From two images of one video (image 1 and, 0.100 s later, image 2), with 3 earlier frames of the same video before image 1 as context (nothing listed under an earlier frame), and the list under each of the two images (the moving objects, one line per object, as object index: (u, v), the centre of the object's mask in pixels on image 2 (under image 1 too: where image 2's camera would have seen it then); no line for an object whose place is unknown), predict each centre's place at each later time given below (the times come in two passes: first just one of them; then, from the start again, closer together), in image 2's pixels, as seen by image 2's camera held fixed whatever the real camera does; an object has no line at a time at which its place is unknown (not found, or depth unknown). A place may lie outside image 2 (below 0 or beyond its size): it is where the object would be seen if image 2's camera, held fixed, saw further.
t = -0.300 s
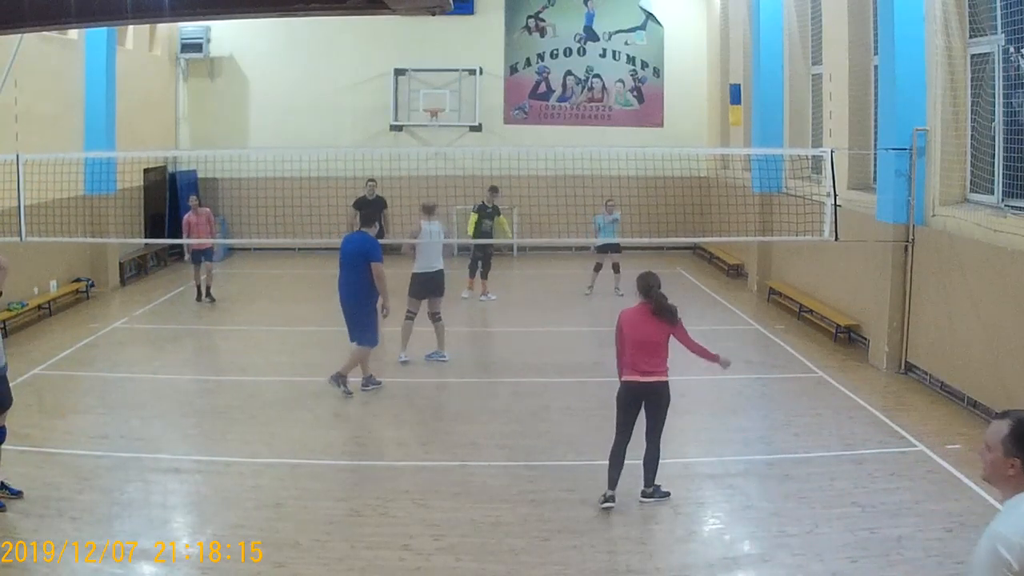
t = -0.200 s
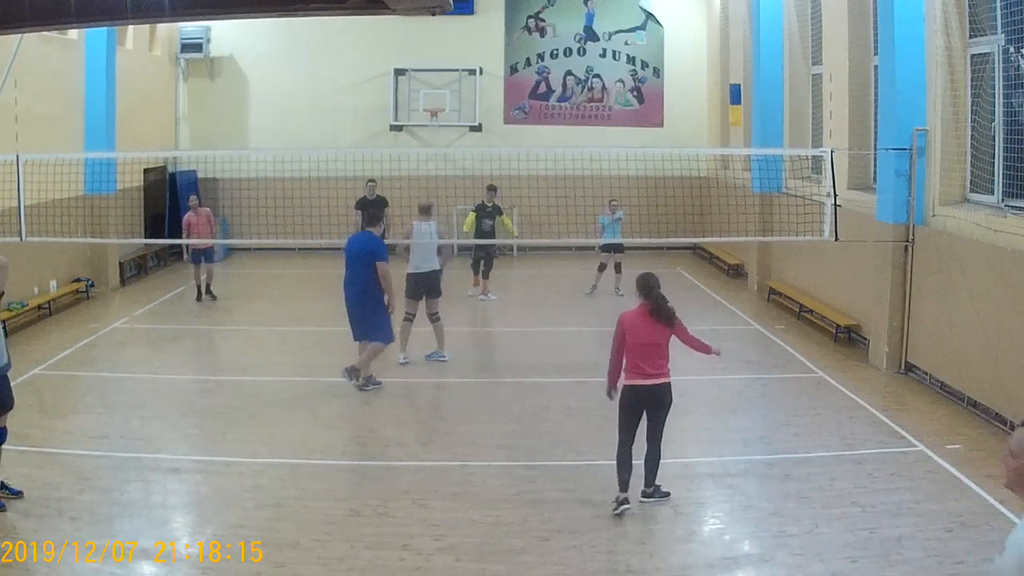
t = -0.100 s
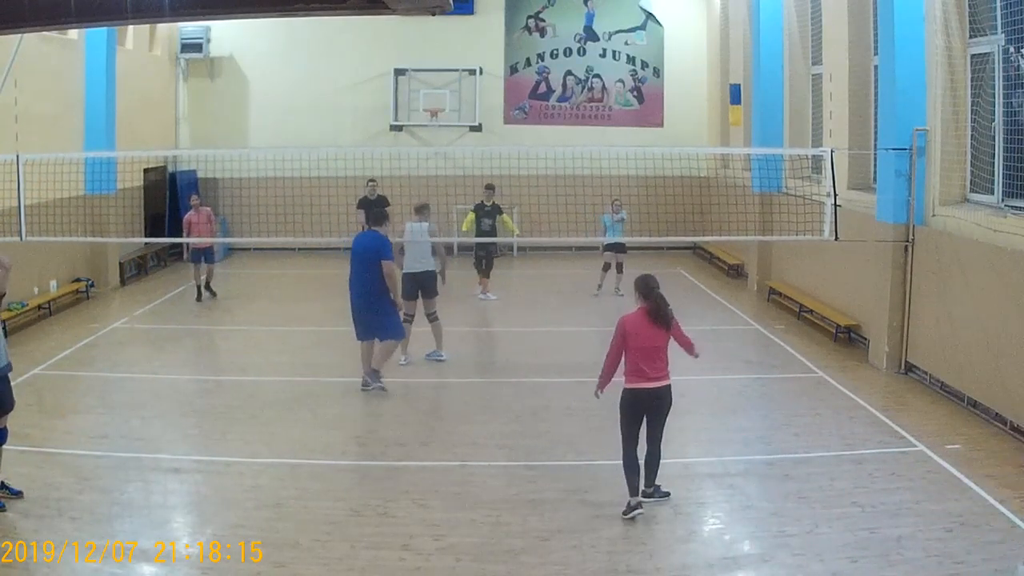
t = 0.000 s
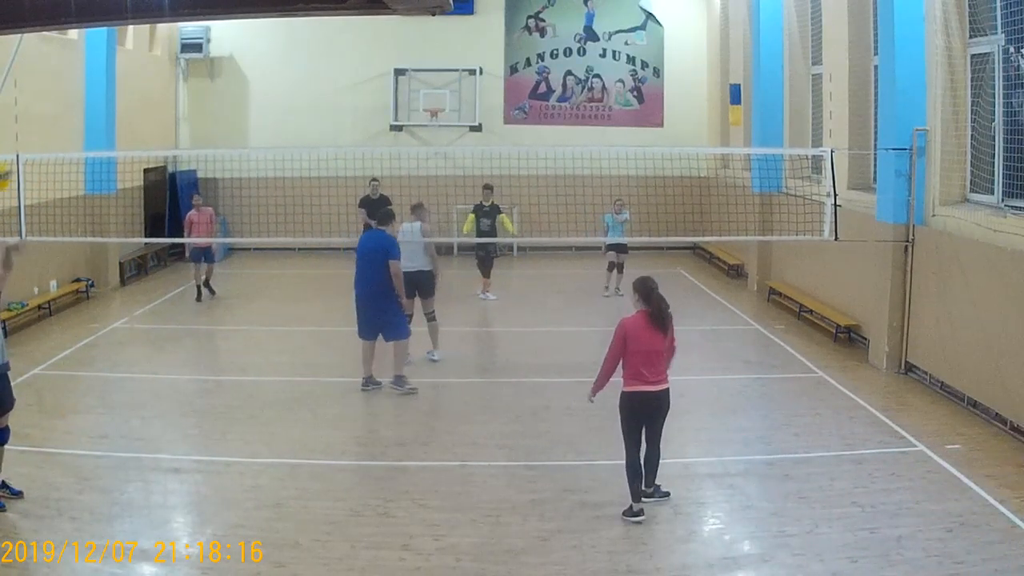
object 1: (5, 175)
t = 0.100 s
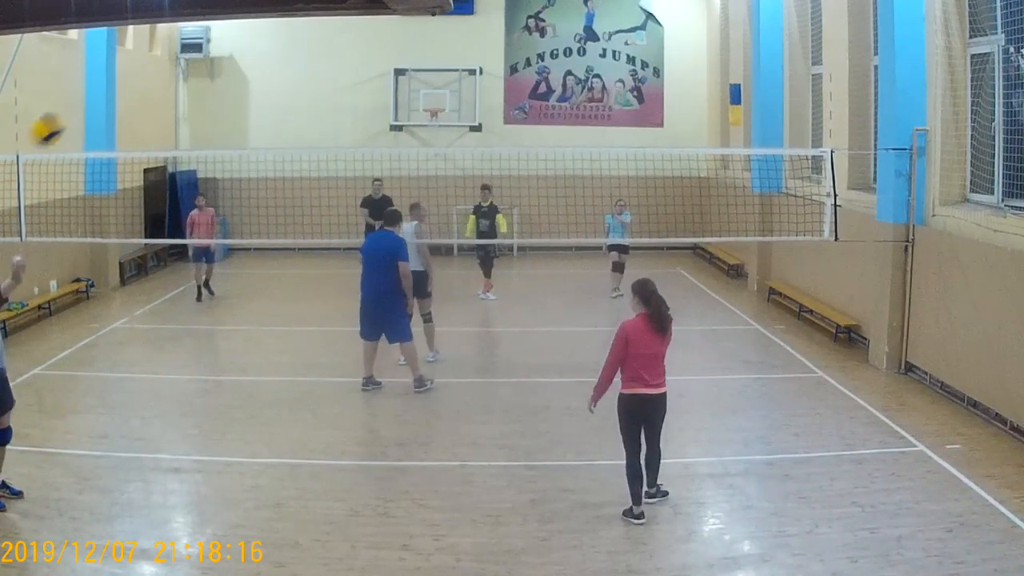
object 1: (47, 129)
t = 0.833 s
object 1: (958, 369)
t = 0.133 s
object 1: (67, 114)
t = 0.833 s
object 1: (958, 369)
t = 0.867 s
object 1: (1003, 423)
